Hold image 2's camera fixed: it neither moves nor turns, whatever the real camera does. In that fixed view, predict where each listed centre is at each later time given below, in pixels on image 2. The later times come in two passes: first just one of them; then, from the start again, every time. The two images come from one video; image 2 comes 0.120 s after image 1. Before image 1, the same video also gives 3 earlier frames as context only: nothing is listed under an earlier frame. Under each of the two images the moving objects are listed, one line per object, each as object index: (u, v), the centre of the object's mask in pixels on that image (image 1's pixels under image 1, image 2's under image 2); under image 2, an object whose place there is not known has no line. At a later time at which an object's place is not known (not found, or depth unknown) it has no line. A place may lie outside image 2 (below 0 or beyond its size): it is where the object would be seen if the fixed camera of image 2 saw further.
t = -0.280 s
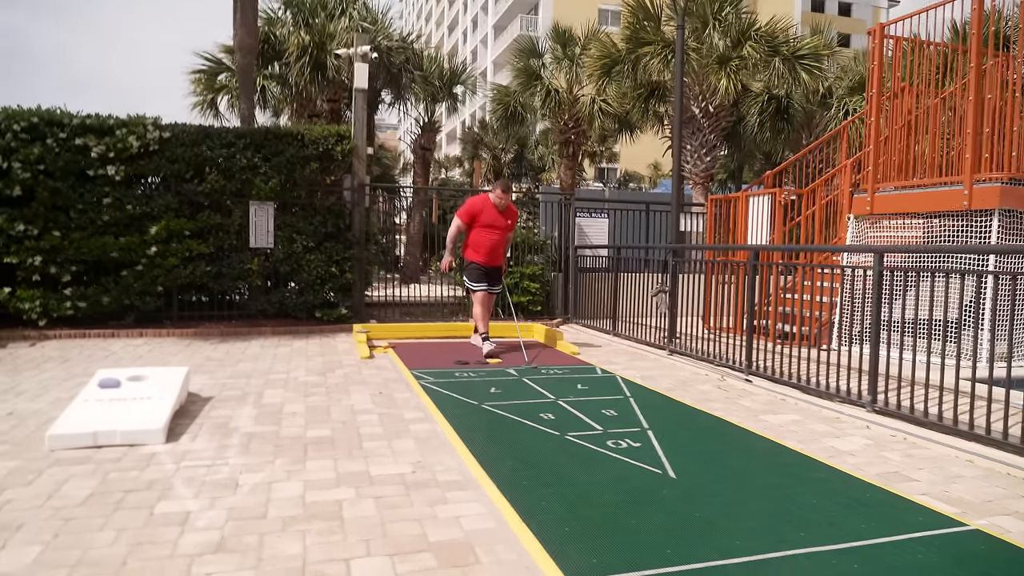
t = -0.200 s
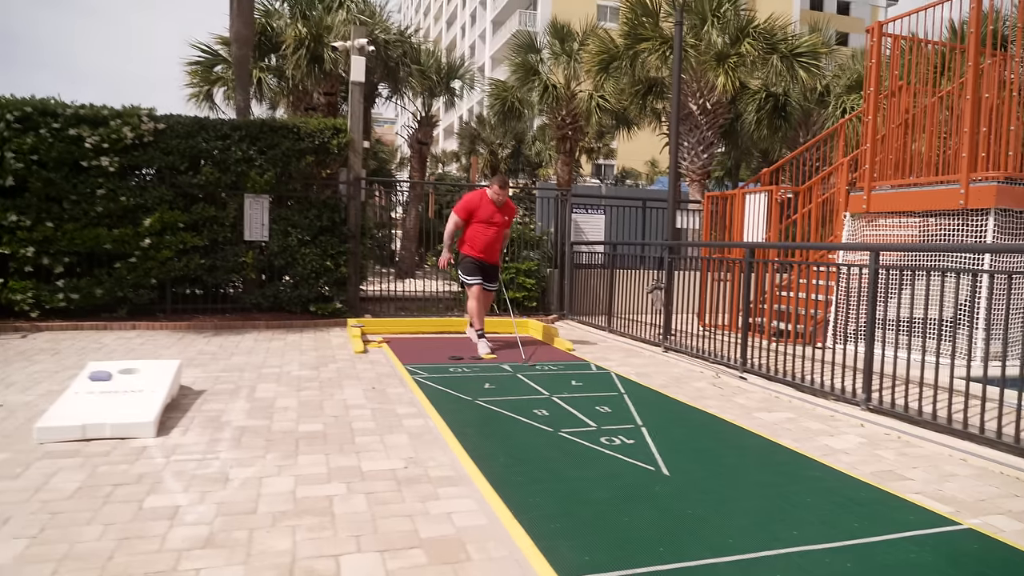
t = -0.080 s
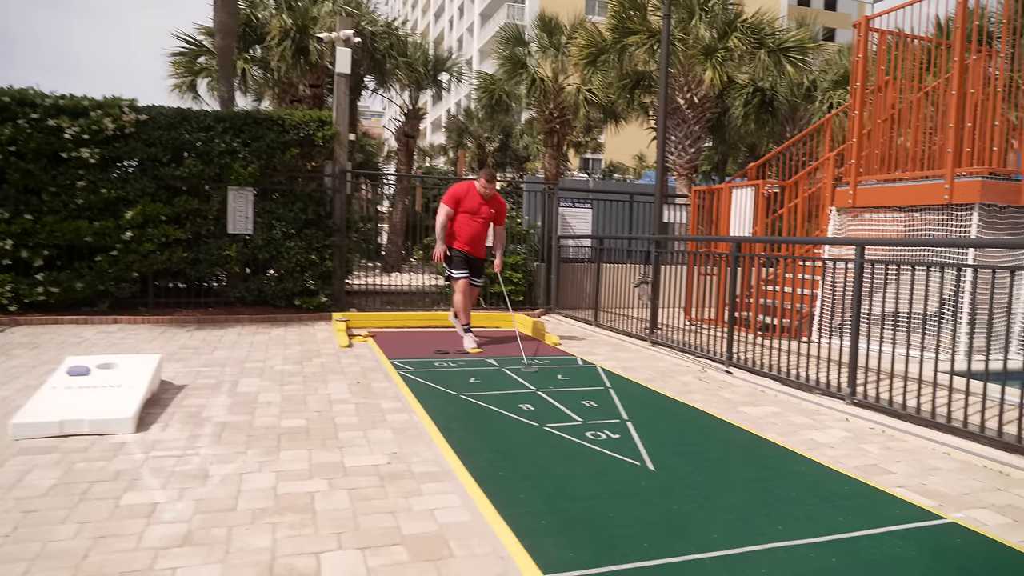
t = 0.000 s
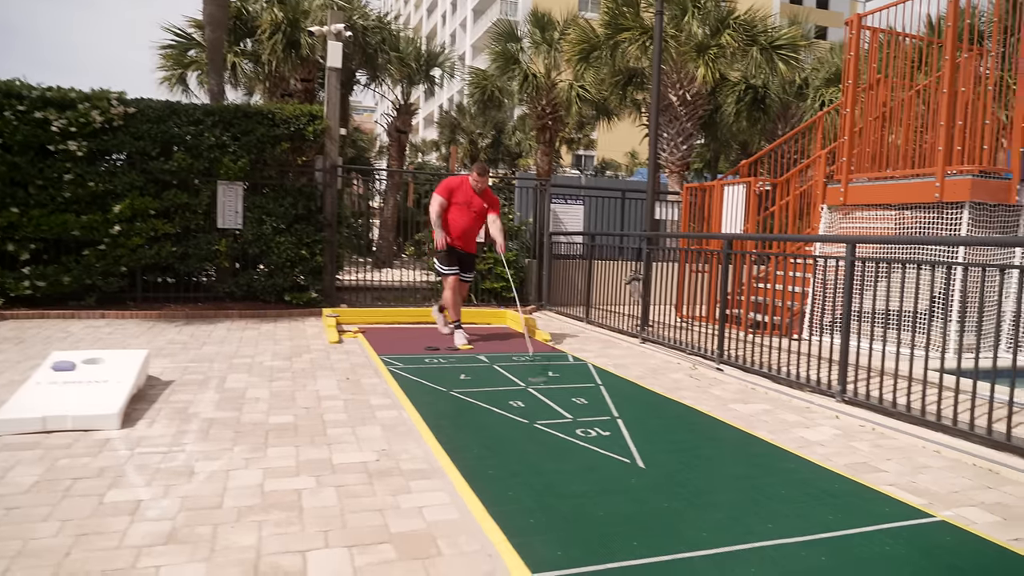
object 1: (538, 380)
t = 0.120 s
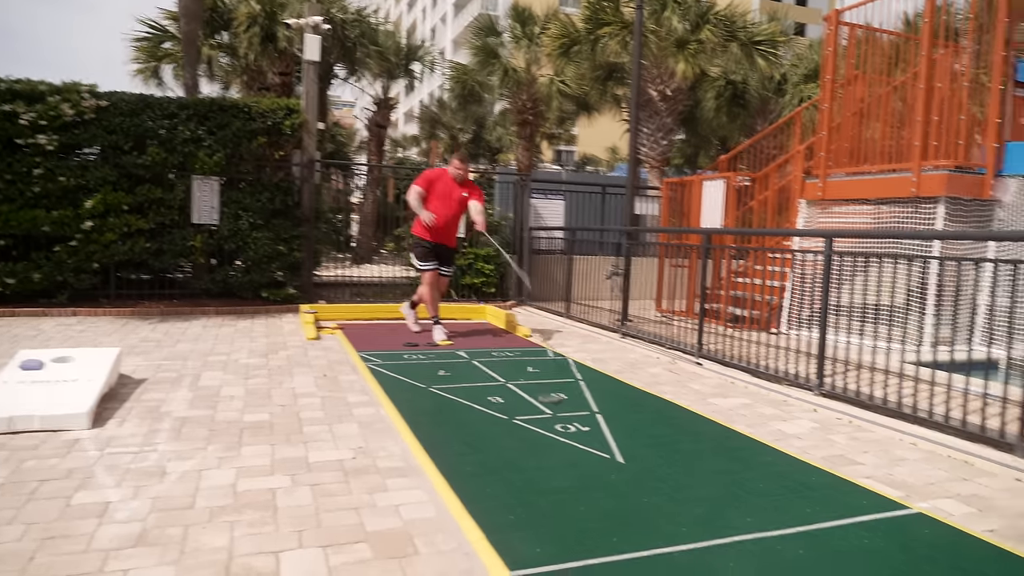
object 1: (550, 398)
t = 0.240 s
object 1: (591, 430)
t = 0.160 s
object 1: (562, 406)
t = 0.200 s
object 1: (575, 418)
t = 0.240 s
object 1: (591, 430)
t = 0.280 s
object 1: (606, 442)
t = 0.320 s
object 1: (625, 455)
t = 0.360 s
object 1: (645, 470)
